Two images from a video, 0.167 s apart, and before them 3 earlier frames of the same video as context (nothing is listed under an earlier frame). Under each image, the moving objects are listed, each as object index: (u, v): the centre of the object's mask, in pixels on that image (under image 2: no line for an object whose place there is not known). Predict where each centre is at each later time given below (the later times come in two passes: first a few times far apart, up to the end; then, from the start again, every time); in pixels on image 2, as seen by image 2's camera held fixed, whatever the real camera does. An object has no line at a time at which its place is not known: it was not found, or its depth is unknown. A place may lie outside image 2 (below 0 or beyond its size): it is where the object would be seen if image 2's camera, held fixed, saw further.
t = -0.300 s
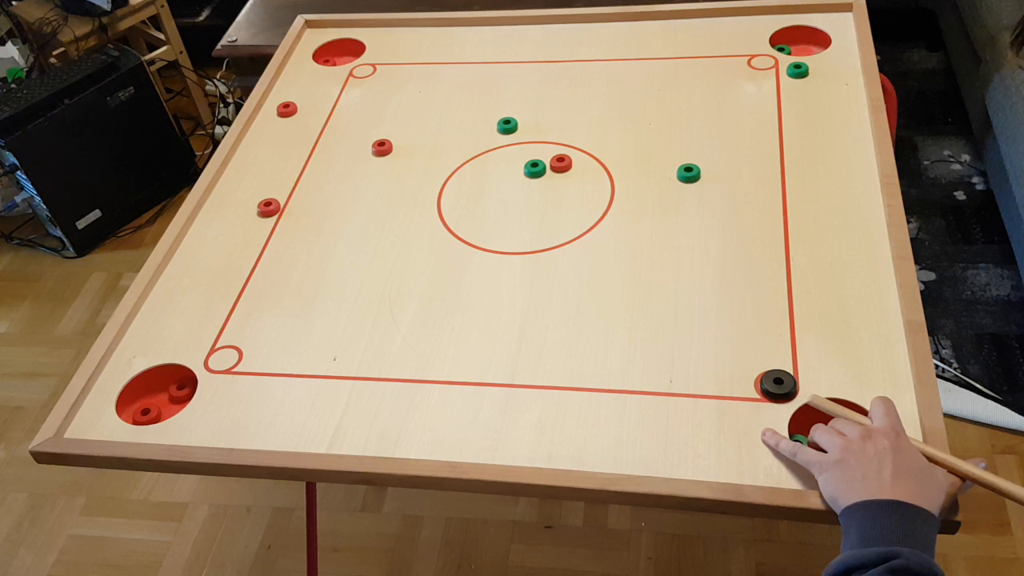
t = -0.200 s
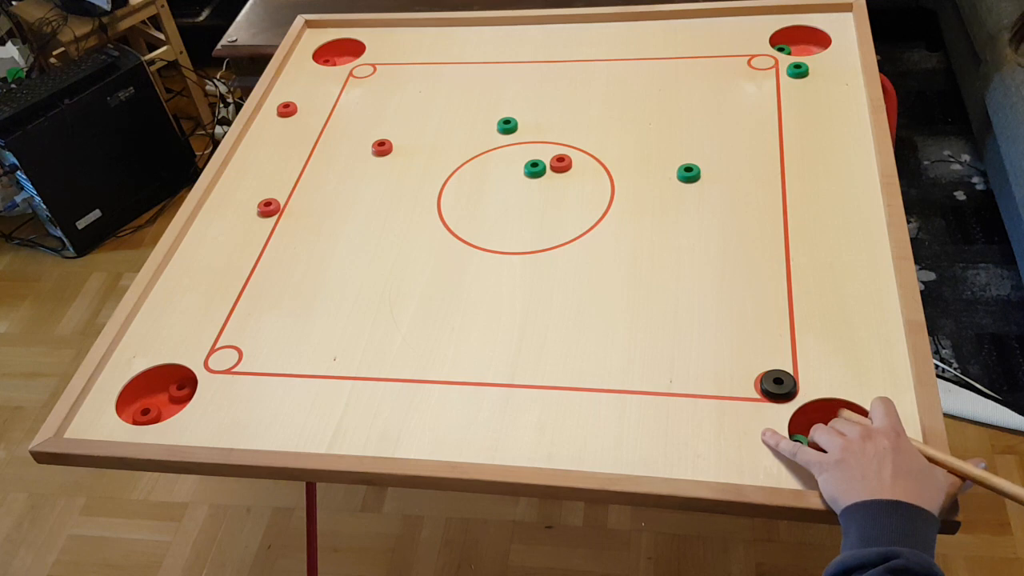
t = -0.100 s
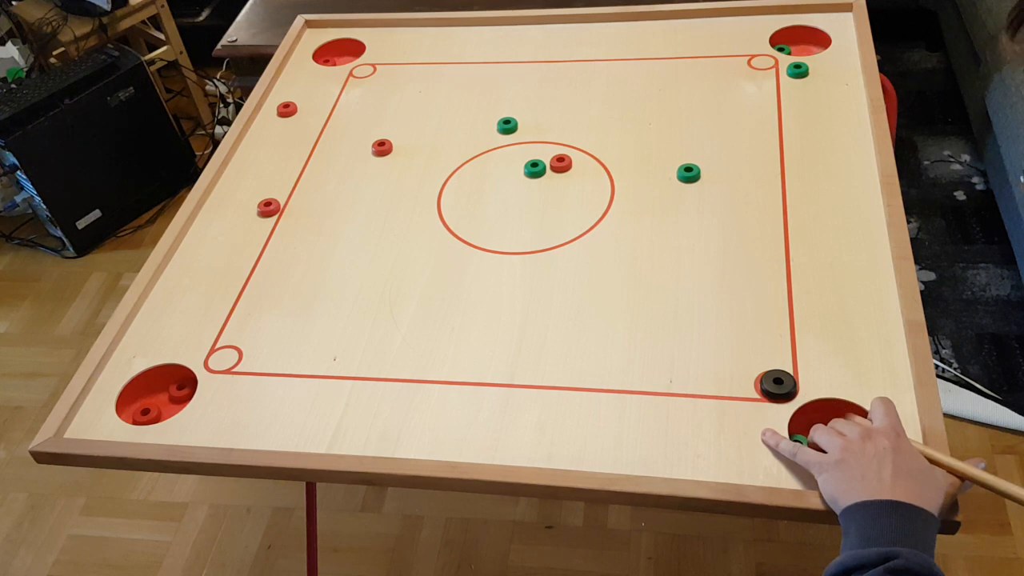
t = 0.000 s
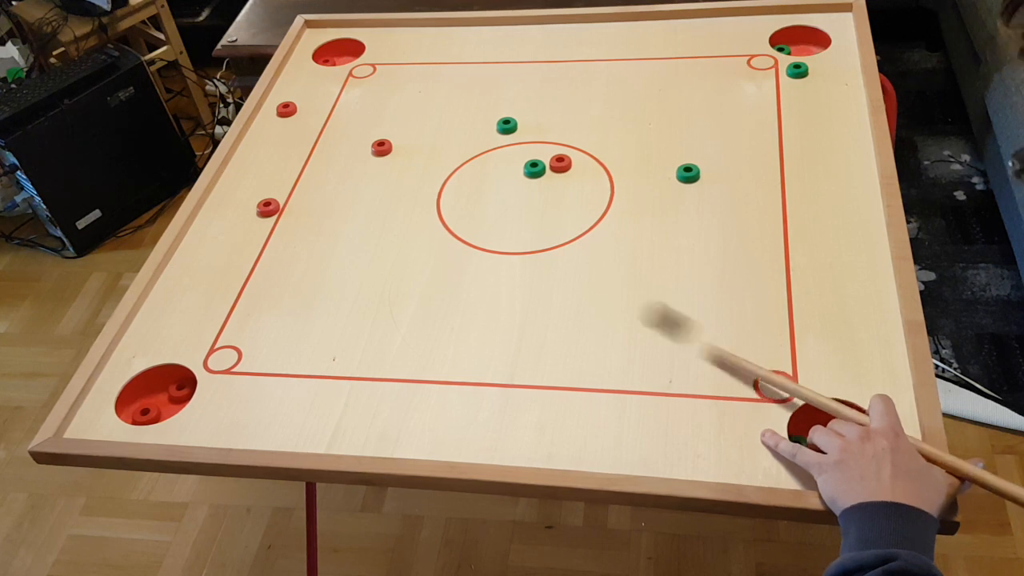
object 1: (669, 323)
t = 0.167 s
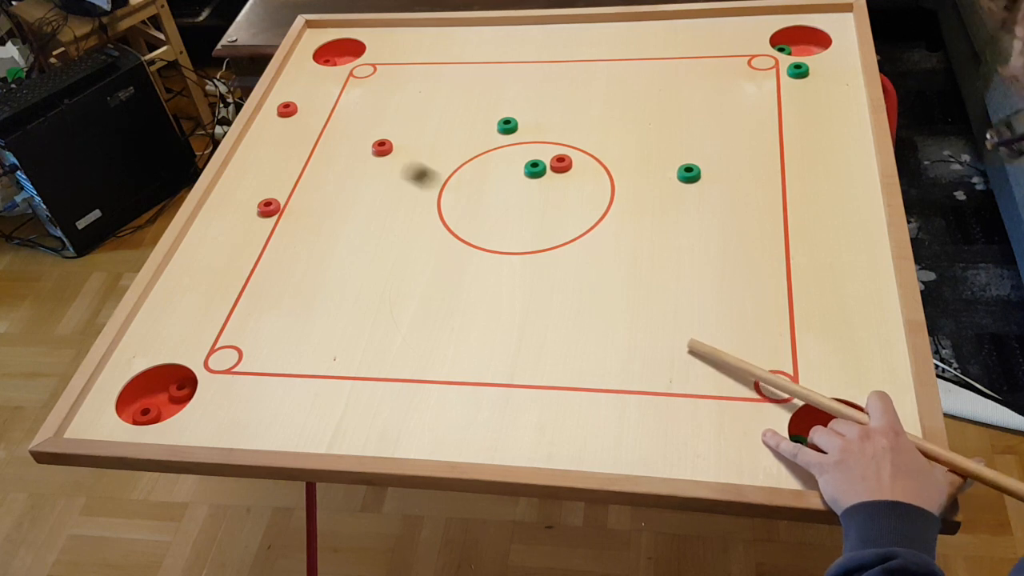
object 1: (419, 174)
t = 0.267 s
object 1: (357, 155)
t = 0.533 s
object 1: (275, 148)
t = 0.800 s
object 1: (256, 148)
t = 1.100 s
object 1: (256, 148)
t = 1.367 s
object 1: (256, 148)
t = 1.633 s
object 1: (256, 148)
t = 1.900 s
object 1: (256, 148)
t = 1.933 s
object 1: (256, 148)
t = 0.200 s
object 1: (387, 157)
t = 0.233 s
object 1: (372, 156)
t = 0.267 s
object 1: (357, 155)
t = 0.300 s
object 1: (343, 154)
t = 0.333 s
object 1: (330, 152)
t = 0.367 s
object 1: (317, 151)
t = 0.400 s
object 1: (307, 150)
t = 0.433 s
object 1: (297, 150)
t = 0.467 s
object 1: (289, 149)
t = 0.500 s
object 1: (282, 149)
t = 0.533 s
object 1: (275, 148)
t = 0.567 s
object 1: (270, 148)
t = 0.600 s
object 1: (265, 148)
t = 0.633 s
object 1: (262, 147)
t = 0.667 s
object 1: (260, 147)
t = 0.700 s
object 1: (258, 148)
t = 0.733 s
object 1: (257, 148)
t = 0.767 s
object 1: (256, 148)
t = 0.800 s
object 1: (256, 148)
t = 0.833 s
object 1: (256, 148)
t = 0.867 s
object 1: (256, 148)
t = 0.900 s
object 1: (256, 148)
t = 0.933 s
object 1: (256, 148)
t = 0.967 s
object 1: (256, 148)
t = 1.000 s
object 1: (256, 148)
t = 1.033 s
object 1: (256, 148)
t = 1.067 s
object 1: (256, 148)
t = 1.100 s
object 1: (256, 148)
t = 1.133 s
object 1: (256, 148)
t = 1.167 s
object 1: (256, 148)
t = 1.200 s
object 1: (256, 148)
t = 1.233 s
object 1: (256, 148)
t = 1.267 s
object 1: (256, 148)
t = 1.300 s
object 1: (256, 148)
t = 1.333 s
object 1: (256, 148)
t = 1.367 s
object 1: (256, 148)
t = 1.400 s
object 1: (256, 148)
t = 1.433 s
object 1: (256, 148)
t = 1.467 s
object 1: (256, 148)
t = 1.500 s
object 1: (256, 148)
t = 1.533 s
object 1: (256, 148)
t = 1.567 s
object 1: (256, 148)
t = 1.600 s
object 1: (256, 148)
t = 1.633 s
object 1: (256, 148)
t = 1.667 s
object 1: (256, 148)
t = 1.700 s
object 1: (256, 148)
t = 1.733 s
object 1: (256, 148)
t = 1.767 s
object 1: (256, 148)
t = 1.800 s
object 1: (256, 148)
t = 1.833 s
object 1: (256, 148)
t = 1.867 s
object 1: (256, 148)
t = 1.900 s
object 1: (256, 148)
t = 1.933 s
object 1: (256, 148)
